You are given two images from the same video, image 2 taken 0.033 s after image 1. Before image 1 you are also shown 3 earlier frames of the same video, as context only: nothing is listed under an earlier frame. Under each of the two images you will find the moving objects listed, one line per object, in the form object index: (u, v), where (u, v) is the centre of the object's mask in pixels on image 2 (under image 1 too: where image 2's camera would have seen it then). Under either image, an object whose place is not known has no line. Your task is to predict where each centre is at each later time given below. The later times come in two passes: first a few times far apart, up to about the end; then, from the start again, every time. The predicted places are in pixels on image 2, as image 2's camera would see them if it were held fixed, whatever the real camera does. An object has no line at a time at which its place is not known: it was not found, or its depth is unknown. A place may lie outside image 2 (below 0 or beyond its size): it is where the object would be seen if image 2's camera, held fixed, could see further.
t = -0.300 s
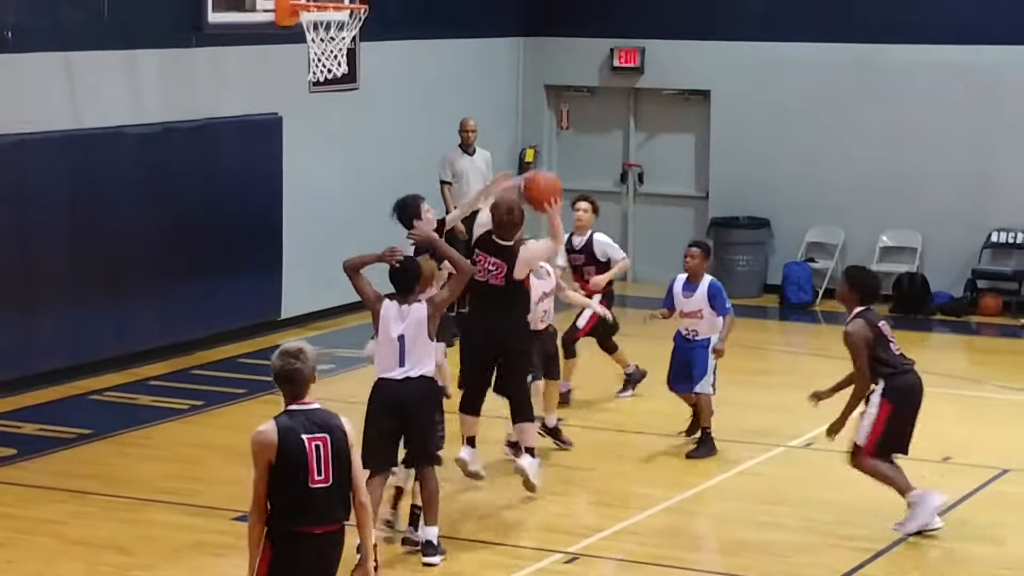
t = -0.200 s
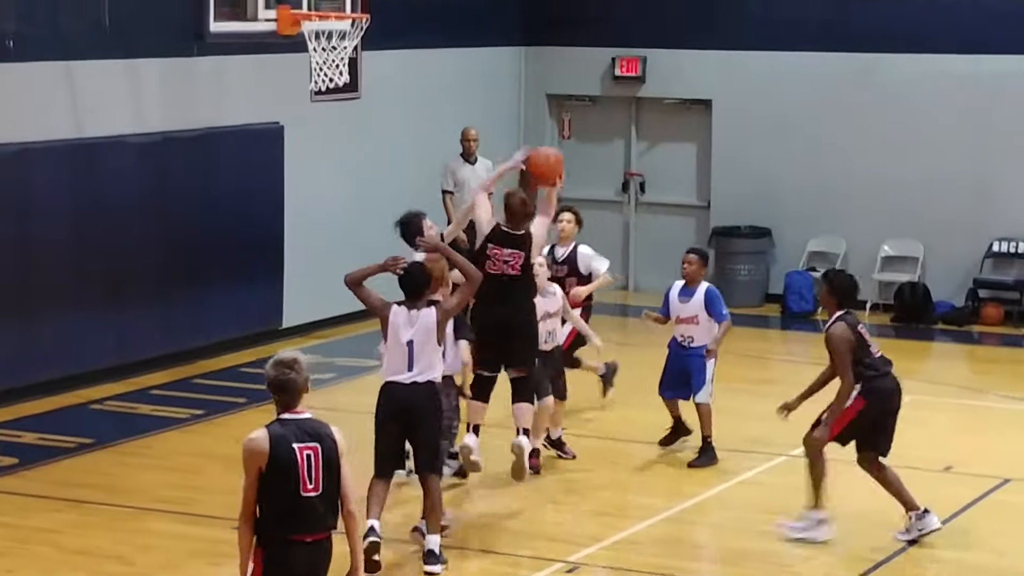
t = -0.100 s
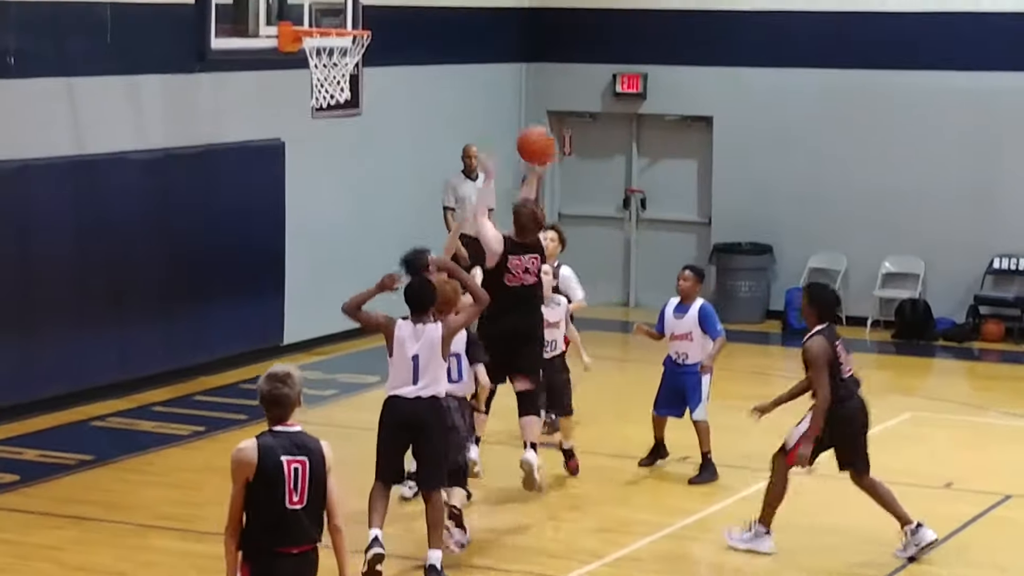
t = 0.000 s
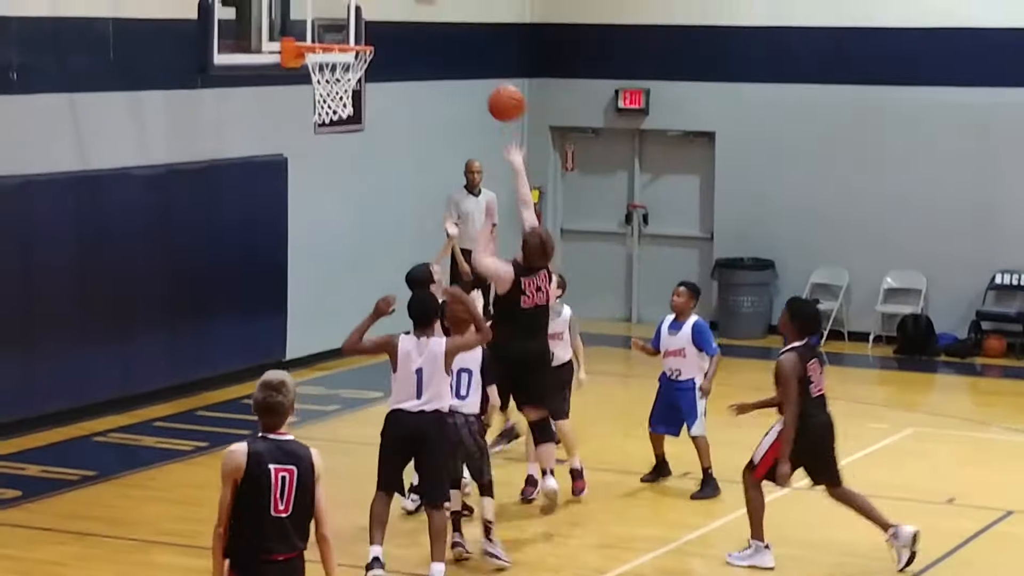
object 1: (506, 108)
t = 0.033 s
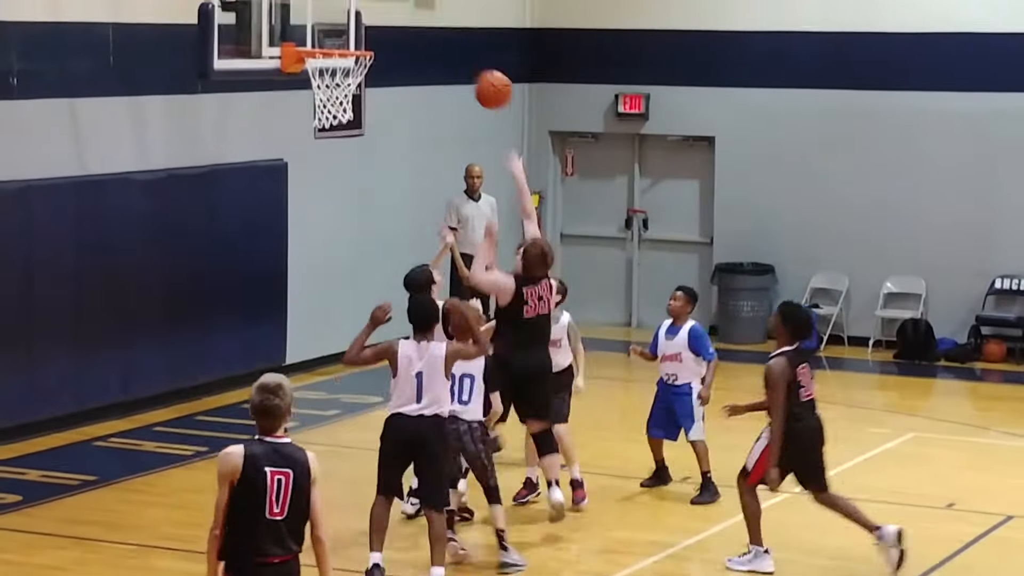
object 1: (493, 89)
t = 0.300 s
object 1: (392, 12)
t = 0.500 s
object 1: (319, 23)
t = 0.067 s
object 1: (480, 73)
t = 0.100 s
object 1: (467, 61)
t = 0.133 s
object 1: (454, 48)
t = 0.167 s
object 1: (442, 38)
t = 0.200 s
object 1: (429, 28)
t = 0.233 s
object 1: (416, 21)
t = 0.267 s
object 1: (404, 16)
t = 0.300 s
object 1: (392, 12)
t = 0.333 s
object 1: (380, 10)
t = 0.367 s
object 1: (367, 9)
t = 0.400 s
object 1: (355, 10)
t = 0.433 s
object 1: (343, 13)
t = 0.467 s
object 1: (331, 17)
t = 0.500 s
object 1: (319, 23)
